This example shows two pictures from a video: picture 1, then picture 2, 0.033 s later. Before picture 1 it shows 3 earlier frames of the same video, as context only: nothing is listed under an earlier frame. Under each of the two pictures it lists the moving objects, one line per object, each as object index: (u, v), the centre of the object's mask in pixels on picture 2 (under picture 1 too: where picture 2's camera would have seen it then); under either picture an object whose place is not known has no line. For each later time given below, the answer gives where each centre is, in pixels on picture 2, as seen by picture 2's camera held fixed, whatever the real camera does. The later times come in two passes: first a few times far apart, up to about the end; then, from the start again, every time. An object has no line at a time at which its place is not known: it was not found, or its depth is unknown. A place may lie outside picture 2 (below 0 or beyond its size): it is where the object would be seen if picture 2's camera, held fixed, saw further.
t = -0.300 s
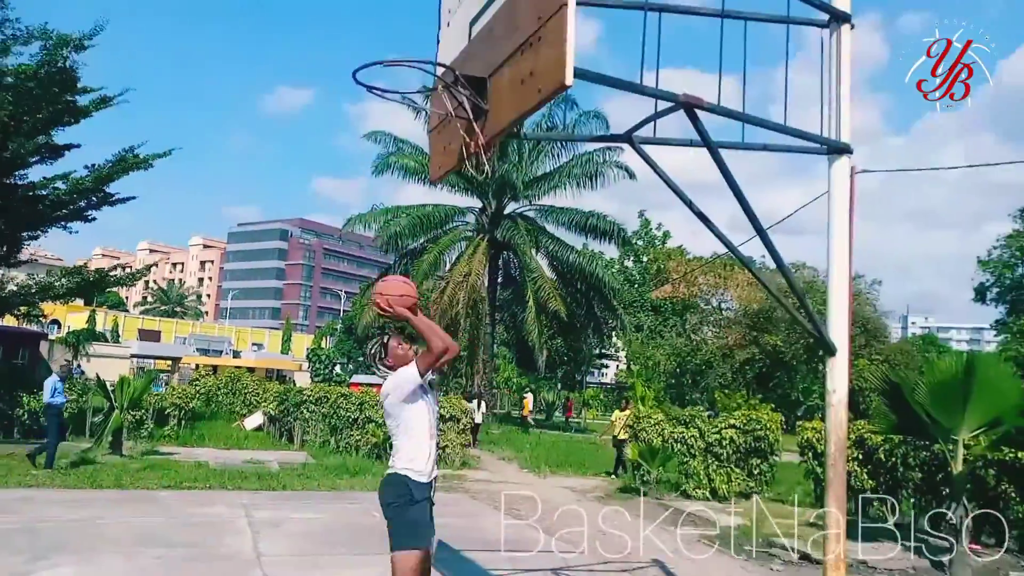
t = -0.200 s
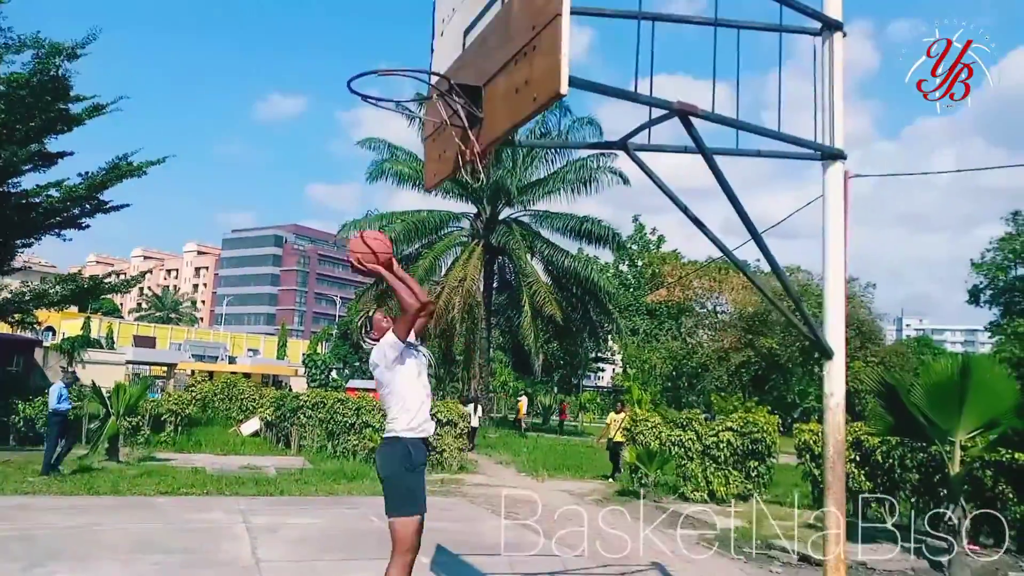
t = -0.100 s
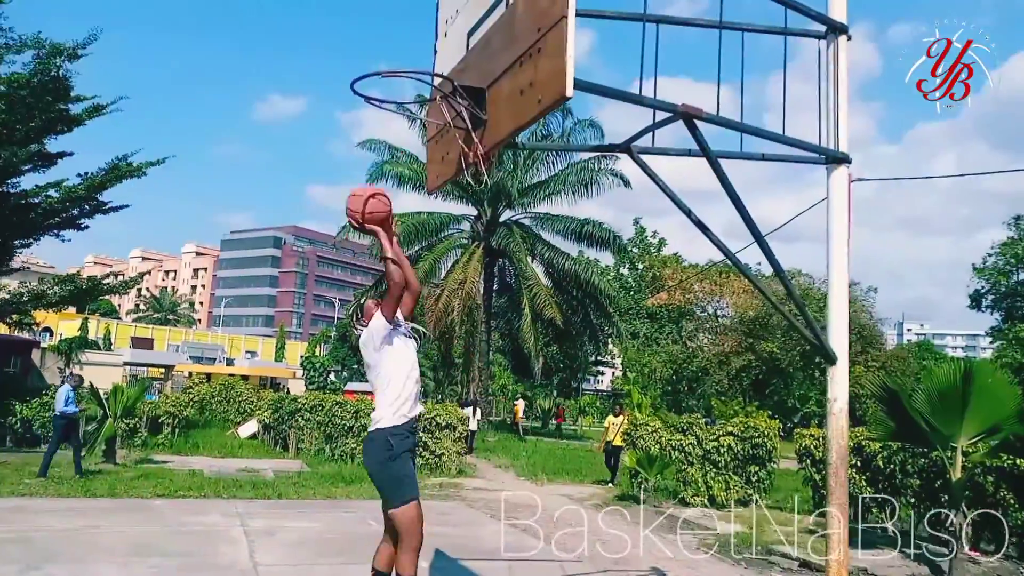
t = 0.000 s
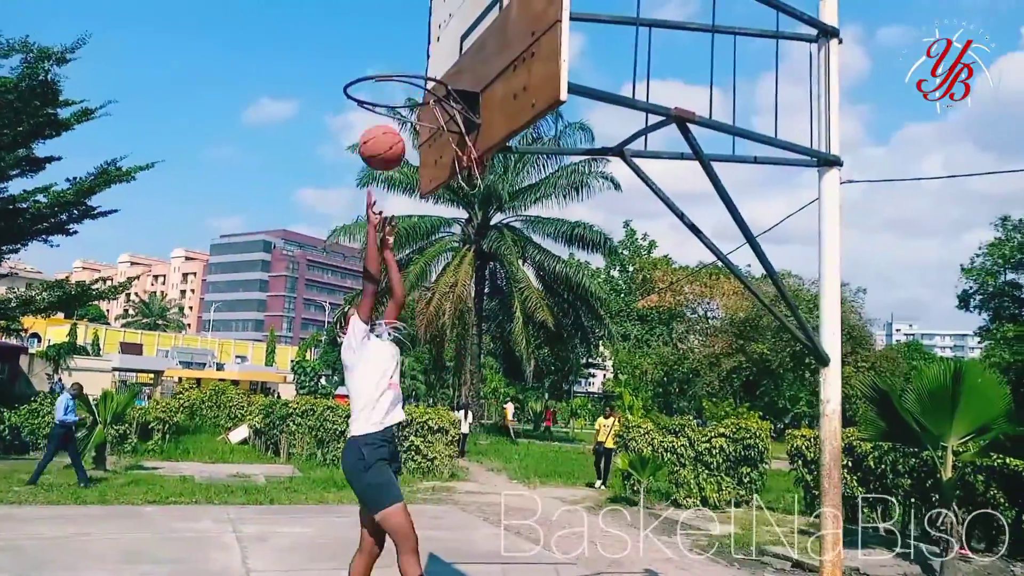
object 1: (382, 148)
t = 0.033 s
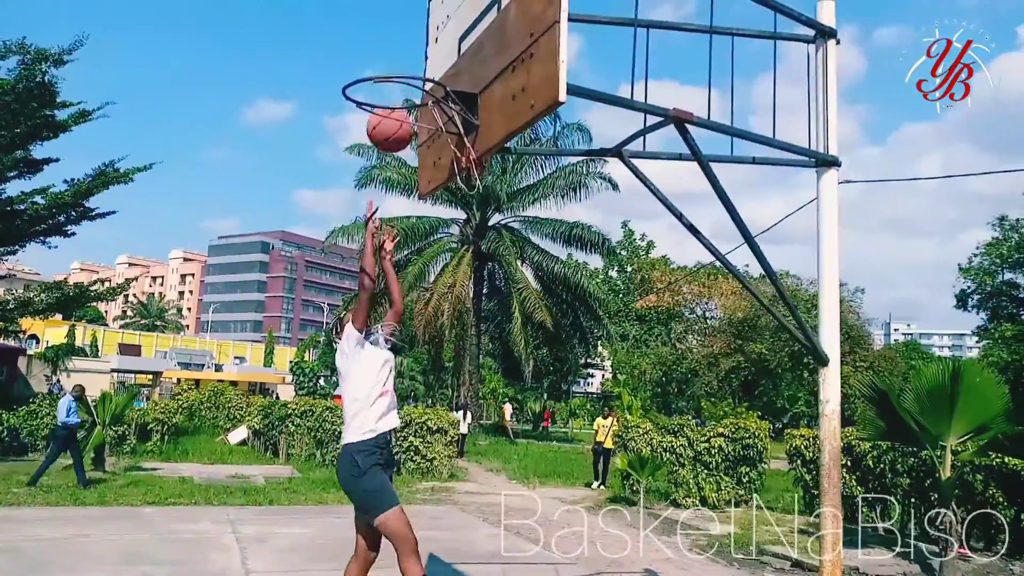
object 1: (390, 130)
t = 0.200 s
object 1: (434, 61)
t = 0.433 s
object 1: (408, 81)
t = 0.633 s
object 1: (375, 196)
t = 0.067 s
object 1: (399, 111)
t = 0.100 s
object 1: (409, 95)
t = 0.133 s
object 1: (419, 81)
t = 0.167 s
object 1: (430, 68)
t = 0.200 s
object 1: (434, 61)
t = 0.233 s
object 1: (430, 56)
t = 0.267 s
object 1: (428, 56)
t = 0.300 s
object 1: (425, 56)
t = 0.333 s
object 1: (420, 57)
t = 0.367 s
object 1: (416, 60)
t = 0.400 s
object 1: (412, 71)
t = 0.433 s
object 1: (408, 81)
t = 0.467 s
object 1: (402, 93)
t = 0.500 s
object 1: (397, 108)
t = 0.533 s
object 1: (392, 125)
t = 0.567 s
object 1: (387, 145)
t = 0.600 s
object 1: (381, 169)
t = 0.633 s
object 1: (375, 196)
